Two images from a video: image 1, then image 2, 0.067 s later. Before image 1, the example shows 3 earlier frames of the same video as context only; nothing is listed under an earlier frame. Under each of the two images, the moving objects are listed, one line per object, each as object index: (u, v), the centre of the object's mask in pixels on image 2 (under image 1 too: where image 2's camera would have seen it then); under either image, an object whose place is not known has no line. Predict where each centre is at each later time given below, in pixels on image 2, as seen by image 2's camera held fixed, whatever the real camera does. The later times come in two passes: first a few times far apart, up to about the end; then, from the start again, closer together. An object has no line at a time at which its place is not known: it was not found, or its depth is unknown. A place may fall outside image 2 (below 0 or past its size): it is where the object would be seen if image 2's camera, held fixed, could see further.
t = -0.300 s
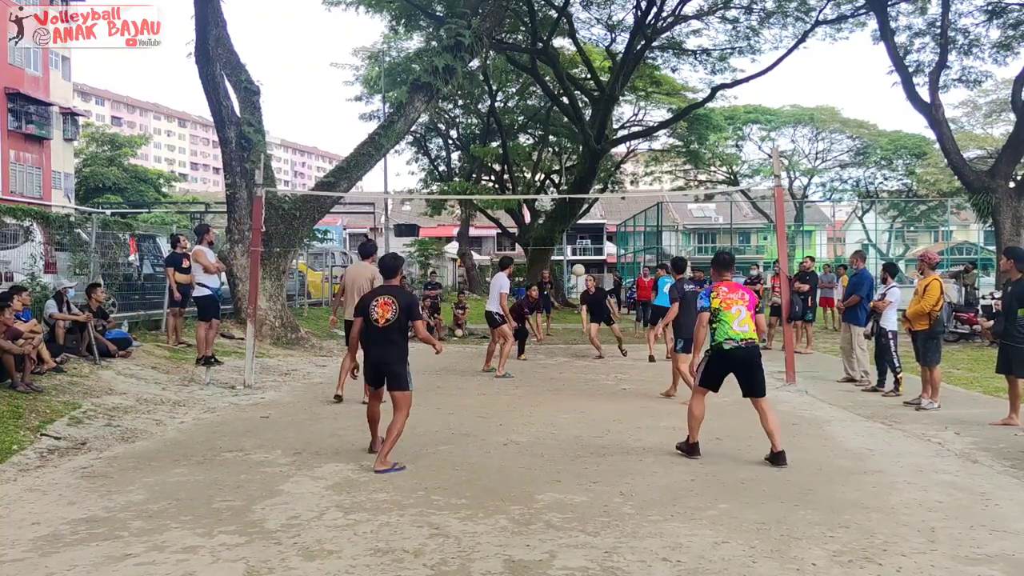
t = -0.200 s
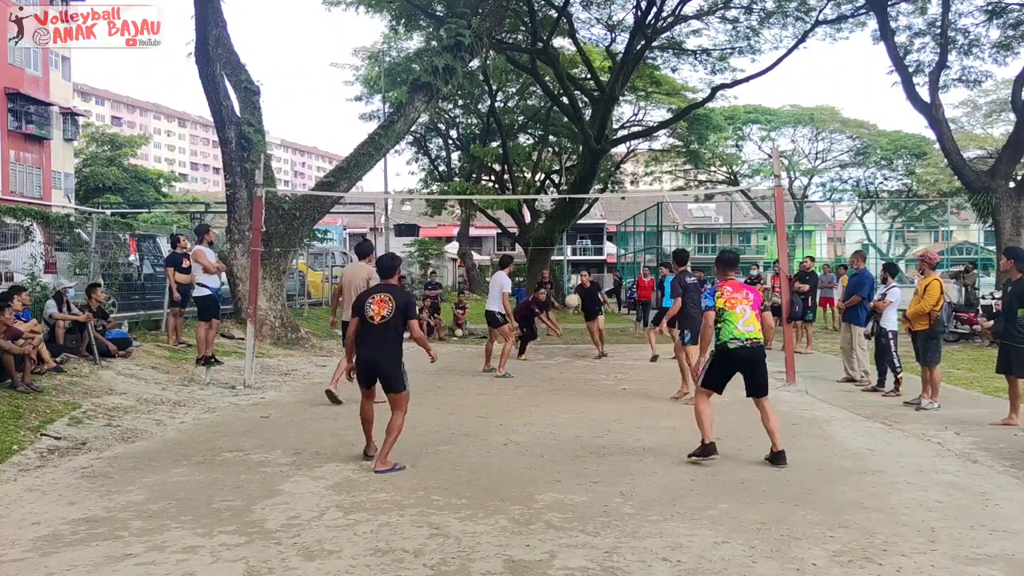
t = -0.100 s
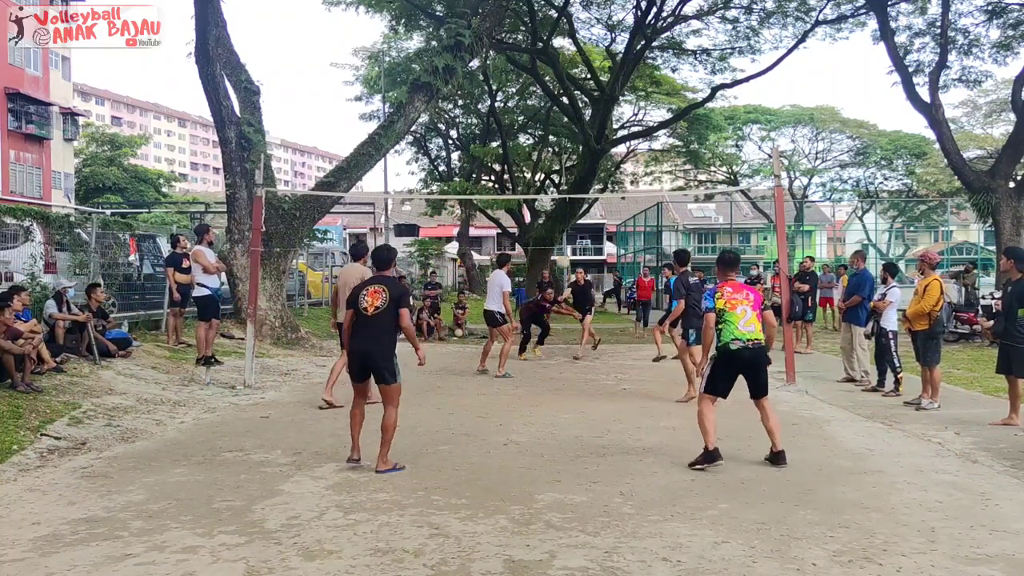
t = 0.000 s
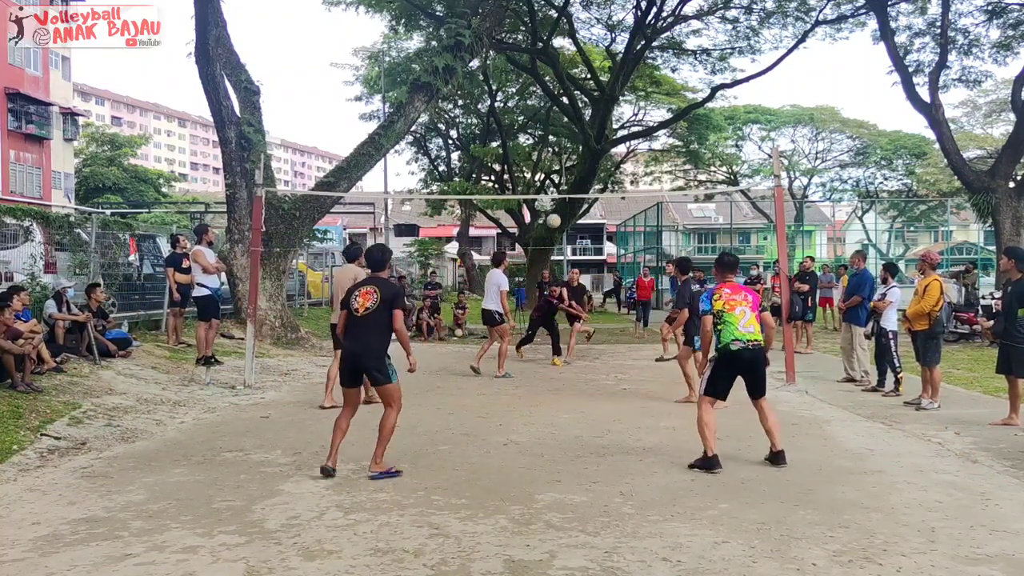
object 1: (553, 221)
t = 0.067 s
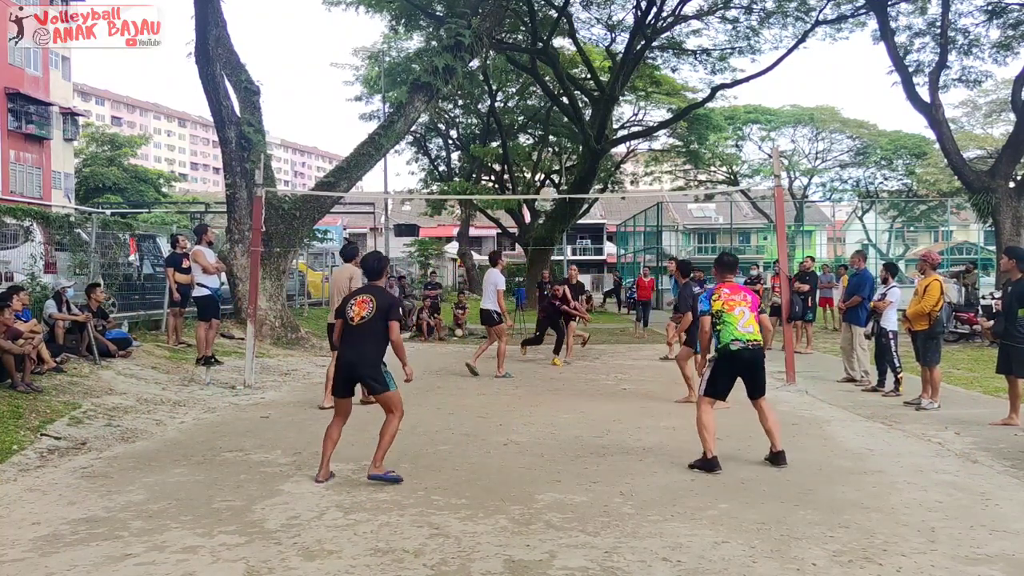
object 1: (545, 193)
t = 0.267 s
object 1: (526, 121)
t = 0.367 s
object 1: (515, 91)
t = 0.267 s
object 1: (526, 121)
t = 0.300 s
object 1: (522, 110)
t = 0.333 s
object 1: (518, 101)
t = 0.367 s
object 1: (515, 91)
